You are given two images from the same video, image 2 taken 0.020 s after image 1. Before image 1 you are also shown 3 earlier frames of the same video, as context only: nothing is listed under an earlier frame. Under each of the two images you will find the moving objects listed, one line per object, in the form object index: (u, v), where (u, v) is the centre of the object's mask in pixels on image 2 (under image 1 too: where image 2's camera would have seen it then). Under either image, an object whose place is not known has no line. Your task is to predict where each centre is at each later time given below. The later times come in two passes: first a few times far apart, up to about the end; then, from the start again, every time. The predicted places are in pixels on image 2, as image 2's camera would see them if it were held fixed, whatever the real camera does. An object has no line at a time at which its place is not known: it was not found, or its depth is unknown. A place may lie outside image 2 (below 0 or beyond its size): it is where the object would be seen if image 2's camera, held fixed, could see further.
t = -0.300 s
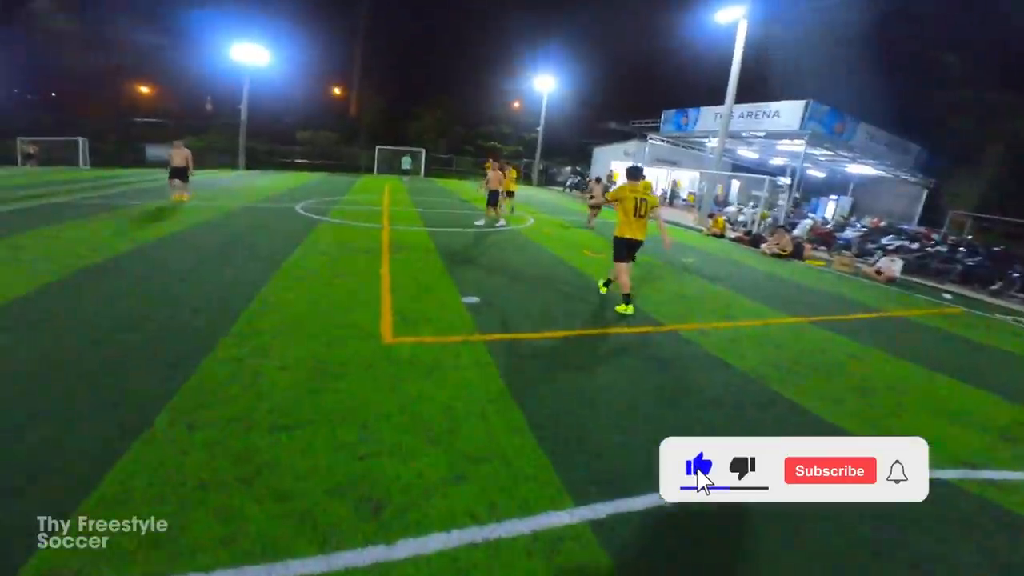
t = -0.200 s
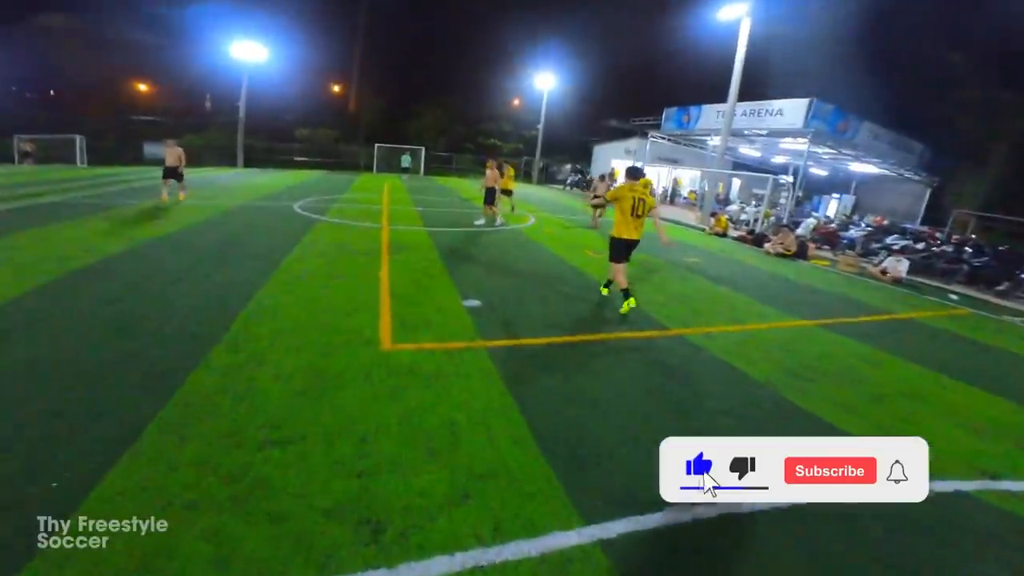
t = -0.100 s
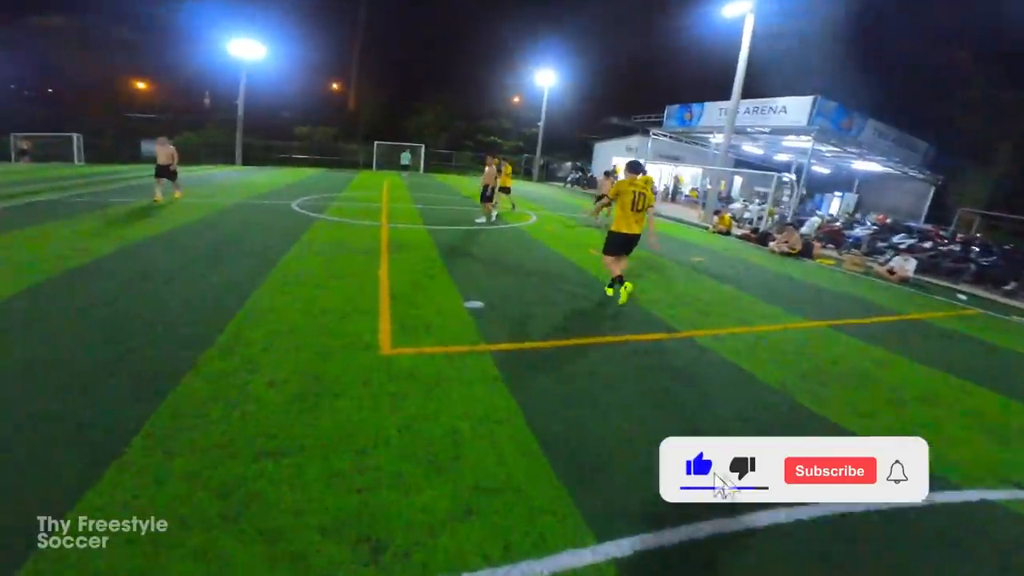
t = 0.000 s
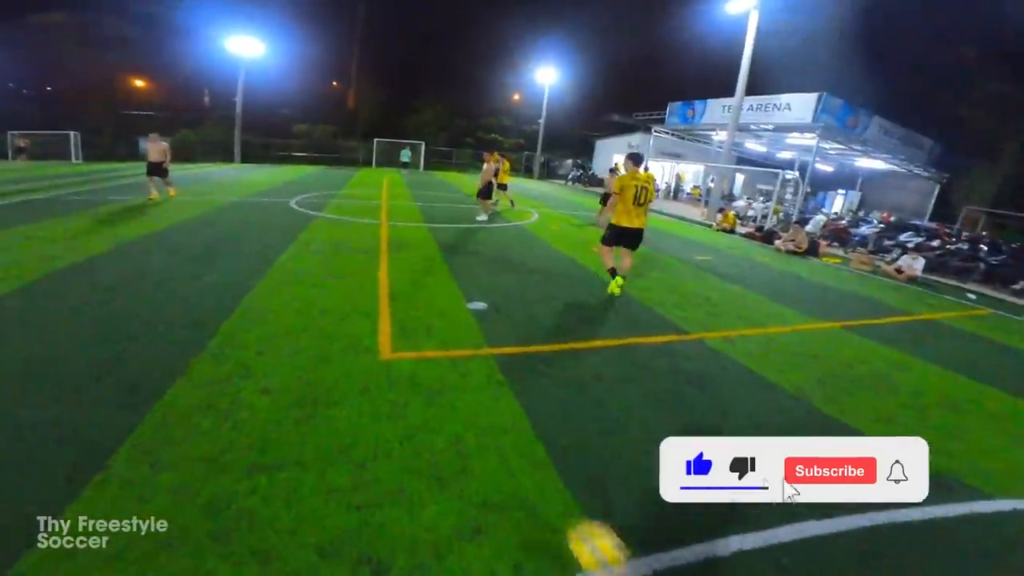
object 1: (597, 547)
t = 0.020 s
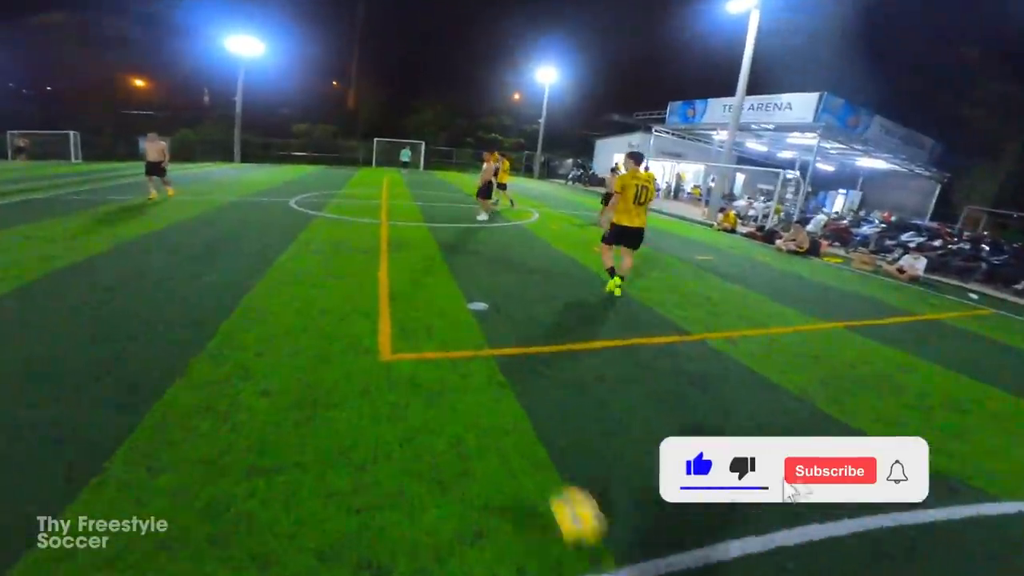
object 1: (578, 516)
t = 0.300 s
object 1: (444, 303)
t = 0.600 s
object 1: (407, 244)
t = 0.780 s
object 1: (396, 229)
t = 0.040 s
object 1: (559, 484)
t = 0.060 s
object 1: (543, 456)
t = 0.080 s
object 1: (529, 431)
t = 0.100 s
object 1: (517, 409)
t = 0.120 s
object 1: (506, 391)
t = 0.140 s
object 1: (496, 375)
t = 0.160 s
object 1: (487, 361)
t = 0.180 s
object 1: (478, 348)
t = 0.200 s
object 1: (471, 338)
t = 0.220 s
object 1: (465, 329)
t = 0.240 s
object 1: (458, 321)
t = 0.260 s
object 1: (453, 315)
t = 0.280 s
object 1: (448, 309)
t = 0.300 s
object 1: (444, 303)
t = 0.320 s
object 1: (440, 296)
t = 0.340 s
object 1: (437, 290)
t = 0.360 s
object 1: (433, 284)
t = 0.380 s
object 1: (431, 279)
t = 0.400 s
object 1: (428, 274)
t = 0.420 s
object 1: (425, 271)
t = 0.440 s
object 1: (422, 268)
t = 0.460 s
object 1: (420, 264)
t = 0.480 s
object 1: (418, 259)
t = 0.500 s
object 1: (416, 256)
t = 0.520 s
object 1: (414, 253)
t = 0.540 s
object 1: (413, 251)
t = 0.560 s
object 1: (411, 249)
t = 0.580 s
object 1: (409, 247)
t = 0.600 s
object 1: (407, 244)
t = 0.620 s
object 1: (406, 242)
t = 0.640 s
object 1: (405, 240)
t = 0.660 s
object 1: (403, 238)
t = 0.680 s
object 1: (402, 237)
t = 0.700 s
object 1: (401, 236)
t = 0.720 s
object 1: (400, 234)
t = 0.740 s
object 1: (399, 233)
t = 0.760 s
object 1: (397, 231)
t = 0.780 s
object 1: (396, 229)
